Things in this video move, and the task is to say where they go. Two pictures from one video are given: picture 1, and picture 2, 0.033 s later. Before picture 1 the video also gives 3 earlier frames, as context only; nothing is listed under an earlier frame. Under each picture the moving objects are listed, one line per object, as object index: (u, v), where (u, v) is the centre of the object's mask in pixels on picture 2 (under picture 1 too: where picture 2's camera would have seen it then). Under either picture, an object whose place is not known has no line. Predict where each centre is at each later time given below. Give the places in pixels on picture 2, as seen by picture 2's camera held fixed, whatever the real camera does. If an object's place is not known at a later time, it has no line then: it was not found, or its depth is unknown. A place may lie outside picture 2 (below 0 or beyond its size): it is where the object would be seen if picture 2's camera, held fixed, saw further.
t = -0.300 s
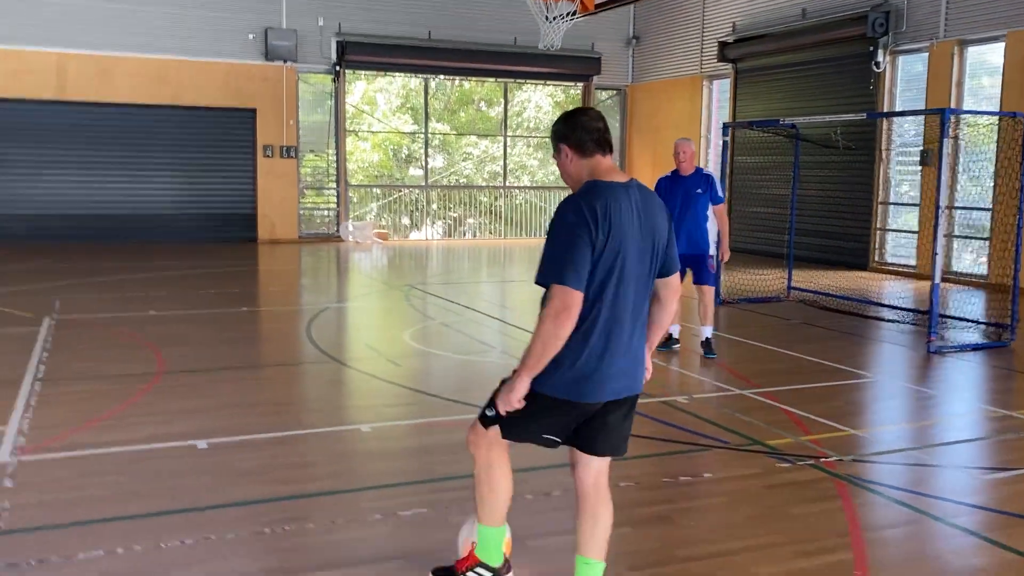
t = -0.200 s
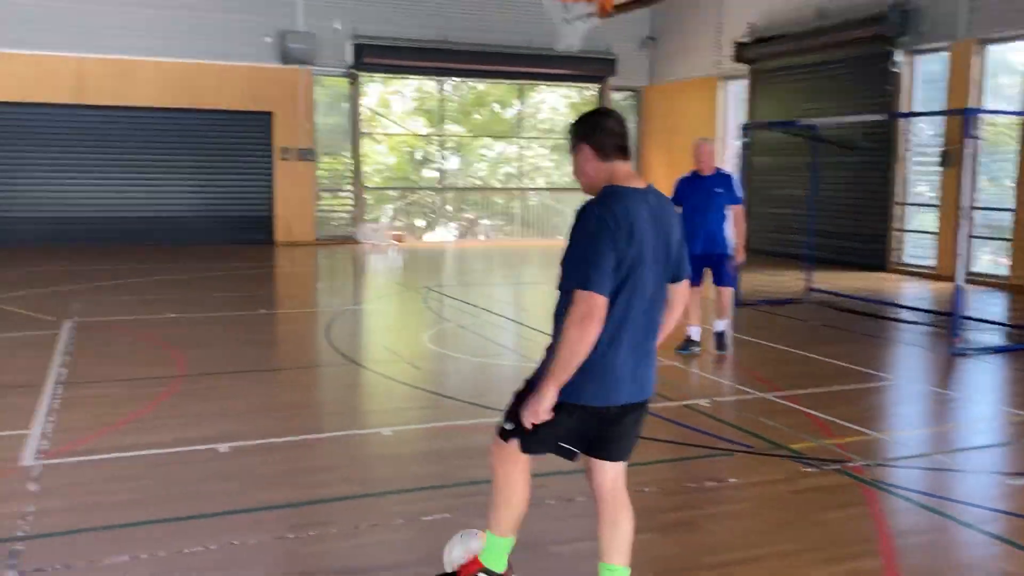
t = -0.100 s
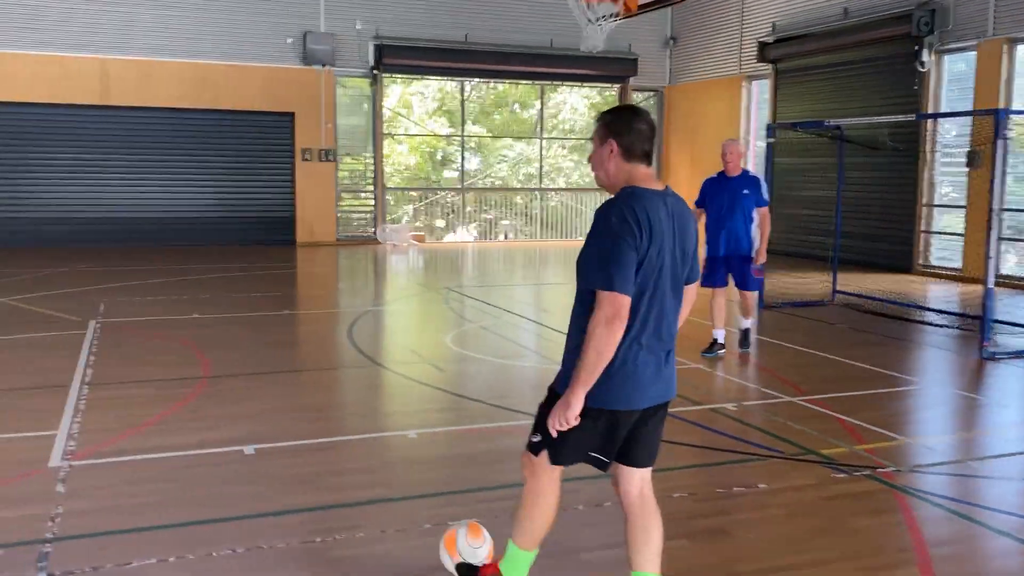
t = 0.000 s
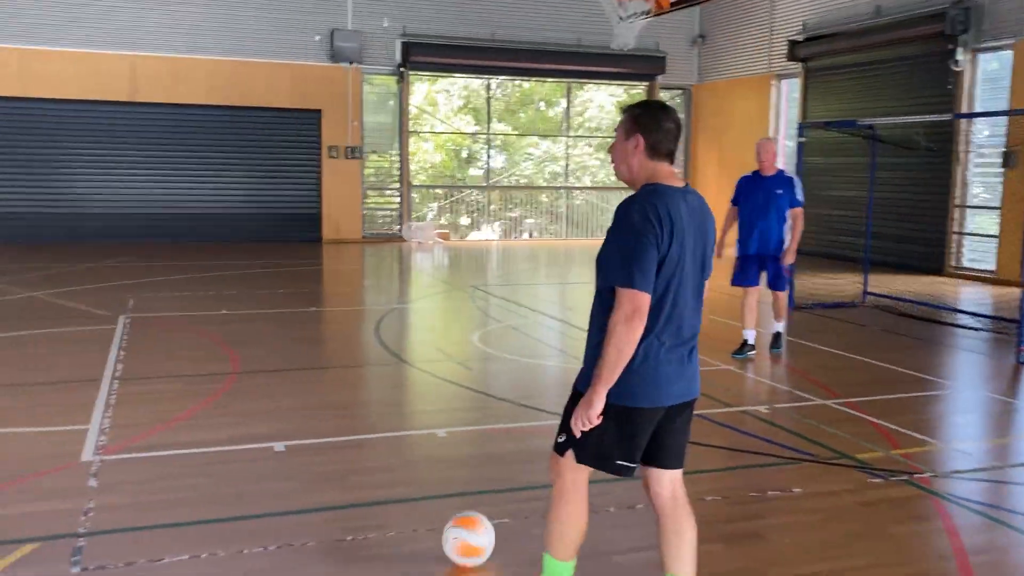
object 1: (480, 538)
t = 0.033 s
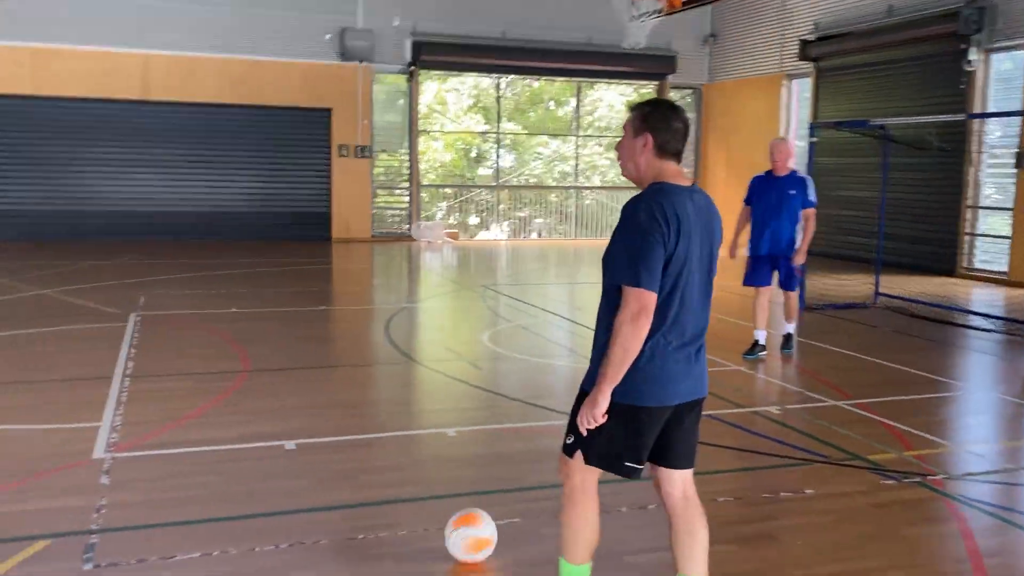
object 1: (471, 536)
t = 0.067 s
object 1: (462, 533)
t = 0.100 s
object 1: (453, 531)
